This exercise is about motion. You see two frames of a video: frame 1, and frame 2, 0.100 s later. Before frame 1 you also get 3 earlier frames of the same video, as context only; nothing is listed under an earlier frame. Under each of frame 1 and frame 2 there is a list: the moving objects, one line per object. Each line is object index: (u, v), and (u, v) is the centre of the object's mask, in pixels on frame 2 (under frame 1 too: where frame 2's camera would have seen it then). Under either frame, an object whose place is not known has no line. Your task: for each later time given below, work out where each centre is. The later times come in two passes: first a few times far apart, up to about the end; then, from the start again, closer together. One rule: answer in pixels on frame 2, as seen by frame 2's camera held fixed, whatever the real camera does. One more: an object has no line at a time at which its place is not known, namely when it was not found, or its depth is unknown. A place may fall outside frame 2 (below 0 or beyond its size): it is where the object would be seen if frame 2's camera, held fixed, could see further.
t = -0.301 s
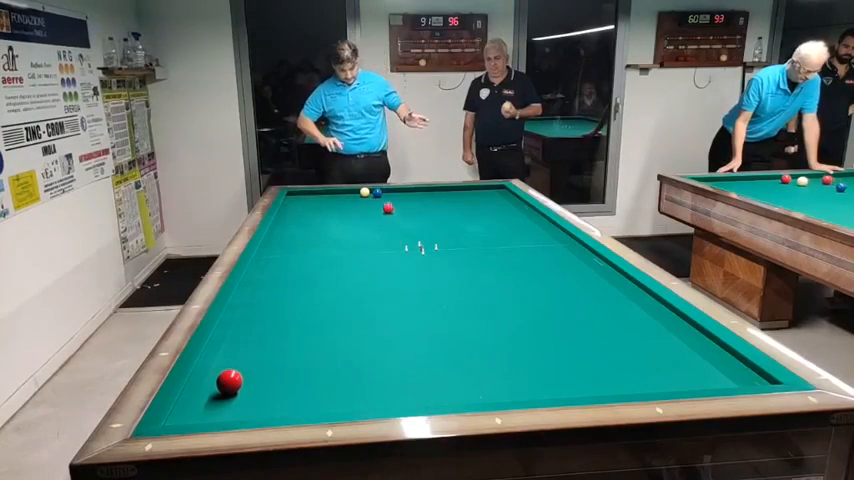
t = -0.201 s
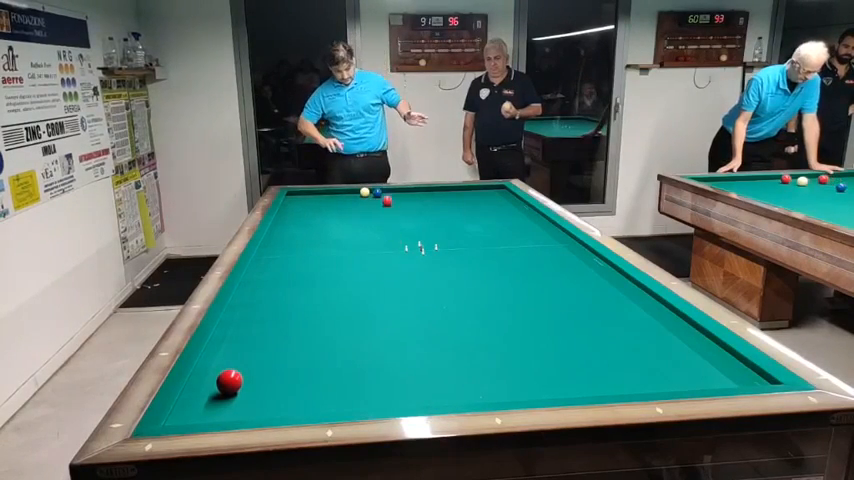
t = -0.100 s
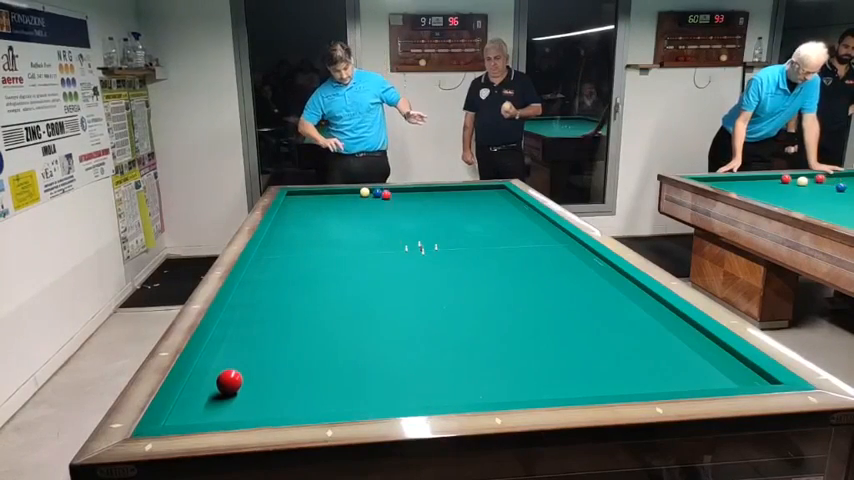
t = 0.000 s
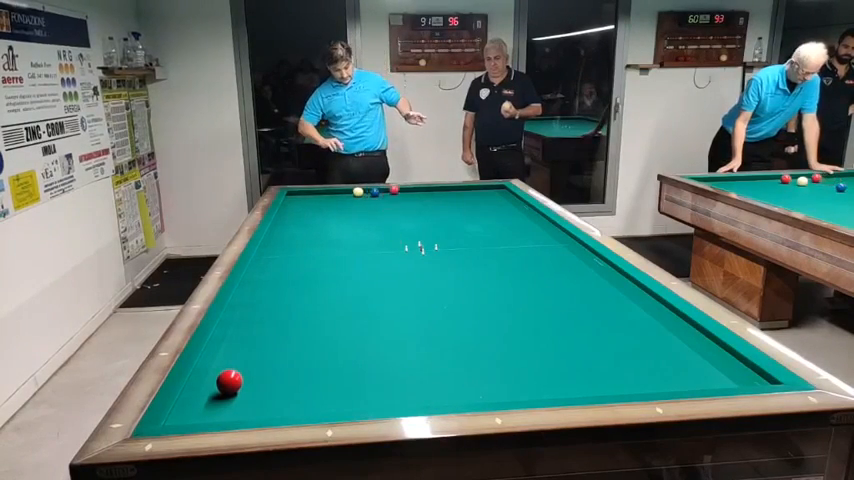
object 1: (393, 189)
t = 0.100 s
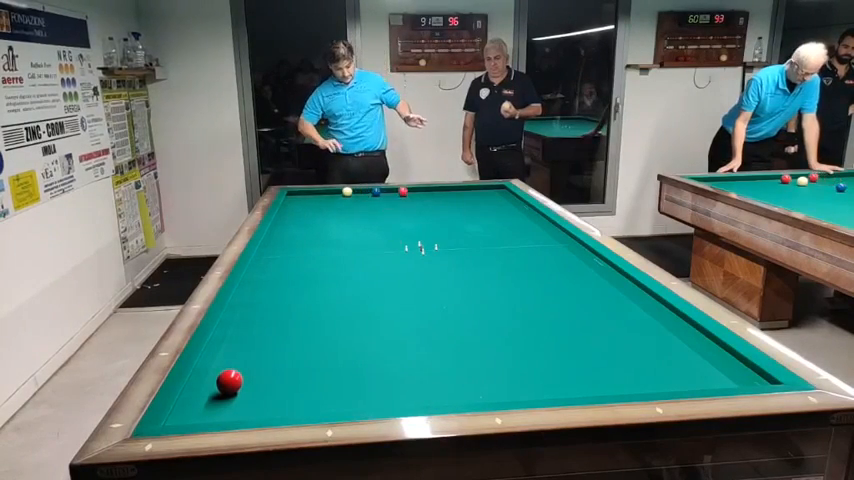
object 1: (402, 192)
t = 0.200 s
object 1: (411, 195)
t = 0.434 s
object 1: (431, 201)
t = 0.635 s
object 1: (449, 206)
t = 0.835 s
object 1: (468, 211)
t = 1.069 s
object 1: (492, 218)
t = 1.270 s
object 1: (513, 224)
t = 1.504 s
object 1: (542, 231)
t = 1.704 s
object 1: (568, 238)
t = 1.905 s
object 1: (572, 246)
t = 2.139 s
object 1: (574, 256)
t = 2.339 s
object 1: (575, 266)
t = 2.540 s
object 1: (577, 275)
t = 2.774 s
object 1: (580, 289)
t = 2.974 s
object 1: (583, 301)
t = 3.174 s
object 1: (585, 315)
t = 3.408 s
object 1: (589, 334)
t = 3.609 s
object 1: (592, 351)
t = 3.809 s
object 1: (595, 371)
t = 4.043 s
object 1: (594, 387)
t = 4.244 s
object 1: (568, 378)
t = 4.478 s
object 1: (540, 366)
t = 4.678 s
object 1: (519, 357)
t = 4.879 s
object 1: (500, 349)
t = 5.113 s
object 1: (479, 340)
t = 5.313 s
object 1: (463, 333)
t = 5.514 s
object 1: (445, 325)
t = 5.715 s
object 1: (429, 318)
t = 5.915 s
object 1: (417, 313)
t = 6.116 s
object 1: (405, 308)
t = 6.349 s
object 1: (392, 303)
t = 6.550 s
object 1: (382, 298)
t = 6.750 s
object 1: (373, 294)
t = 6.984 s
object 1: (362, 290)
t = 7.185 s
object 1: (354, 287)
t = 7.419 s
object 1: (345, 283)
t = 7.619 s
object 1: (339, 280)
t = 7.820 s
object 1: (332, 278)
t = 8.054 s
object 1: (325, 275)
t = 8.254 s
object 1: (319, 272)
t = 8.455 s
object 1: (314, 270)
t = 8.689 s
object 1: (309, 268)
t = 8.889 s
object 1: (304, 266)
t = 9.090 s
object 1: (300, 264)
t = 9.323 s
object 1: (296, 262)
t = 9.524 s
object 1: (292, 260)
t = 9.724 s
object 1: (289, 259)
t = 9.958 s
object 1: (286, 257)
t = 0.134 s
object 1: (405, 193)
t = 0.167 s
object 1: (408, 194)
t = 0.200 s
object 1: (411, 195)
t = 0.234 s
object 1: (414, 196)
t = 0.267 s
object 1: (417, 197)
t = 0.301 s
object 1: (420, 198)
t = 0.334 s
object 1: (423, 199)
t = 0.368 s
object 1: (425, 200)
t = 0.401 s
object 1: (428, 200)
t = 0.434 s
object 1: (431, 201)
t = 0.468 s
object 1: (434, 202)
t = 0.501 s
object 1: (437, 202)
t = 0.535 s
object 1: (440, 203)
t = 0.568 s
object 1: (443, 204)
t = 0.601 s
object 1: (446, 205)
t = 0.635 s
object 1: (449, 206)
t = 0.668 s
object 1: (452, 207)
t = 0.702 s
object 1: (455, 208)
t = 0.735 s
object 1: (458, 209)
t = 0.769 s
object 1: (461, 209)
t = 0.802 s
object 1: (464, 210)
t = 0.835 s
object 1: (468, 211)
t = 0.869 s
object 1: (471, 212)
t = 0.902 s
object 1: (474, 213)
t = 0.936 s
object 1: (478, 214)
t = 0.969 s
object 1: (481, 215)
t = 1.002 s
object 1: (485, 216)
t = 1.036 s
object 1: (488, 217)
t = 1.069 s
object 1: (492, 218)
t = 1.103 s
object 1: (495, 219)
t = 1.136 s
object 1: (499, 220)
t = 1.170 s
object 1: (503, 221)
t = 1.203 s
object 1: (506, 222)
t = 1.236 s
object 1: (510, 223)
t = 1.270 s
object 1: (513, 224)
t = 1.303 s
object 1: (517, 225)
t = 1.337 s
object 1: (521, 226)
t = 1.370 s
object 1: (525, 227)
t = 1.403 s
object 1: (529, 228)
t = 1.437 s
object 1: (533, 229)
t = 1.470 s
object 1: (537, 230)
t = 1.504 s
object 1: (542, 231)
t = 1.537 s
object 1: (546, 232)
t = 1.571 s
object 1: (550, 234)
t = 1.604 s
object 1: (554, 235)
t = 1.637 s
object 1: (559, 236)
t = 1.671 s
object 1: (563, 237)
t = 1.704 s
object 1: (568, 238)
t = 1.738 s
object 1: (572, 239)
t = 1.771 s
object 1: (572, 241)
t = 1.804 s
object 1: (571, 242)
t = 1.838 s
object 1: (571, 244)
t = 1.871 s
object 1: (572, 245)
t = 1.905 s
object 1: (572, 246)
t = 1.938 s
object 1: (572, 247)
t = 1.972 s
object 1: (572, 249)
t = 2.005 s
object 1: (573, 250)
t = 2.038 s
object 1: (573, 252)
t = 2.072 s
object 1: (573, 253)
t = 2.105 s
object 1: (573, 255)
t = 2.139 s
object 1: (574, 256)
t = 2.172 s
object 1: (574, 257)
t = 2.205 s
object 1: (574, 259)
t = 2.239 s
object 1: (575, 260)
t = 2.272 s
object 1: (575, 262)
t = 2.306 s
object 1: (575, 264)
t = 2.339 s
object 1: (575, 266)
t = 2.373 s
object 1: (576, 267)
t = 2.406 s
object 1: (576, 269)
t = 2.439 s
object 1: (576, 270)
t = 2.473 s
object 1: (577, 272)
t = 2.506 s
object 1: (577, 274)
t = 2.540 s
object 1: (577, 275)
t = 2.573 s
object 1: (578, 277)
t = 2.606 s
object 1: (578, 279)
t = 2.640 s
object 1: (579, 281)
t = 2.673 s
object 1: (579, 283)
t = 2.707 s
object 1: (579, 285)
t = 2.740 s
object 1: (580, 287)
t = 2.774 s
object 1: (580, 289)
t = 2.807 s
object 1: (580, 291)
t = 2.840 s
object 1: (581, 293)
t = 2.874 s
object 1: (581, 295)
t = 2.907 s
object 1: (582, 297)
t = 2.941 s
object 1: (582, 299)
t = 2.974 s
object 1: (583, 301)
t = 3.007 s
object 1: (583, 304)
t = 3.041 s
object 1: (583, 306)
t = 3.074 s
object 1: (584, 308)
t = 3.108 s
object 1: (584, 311)
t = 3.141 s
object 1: (585, 313)
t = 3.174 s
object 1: (585, 315)
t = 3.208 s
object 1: (586, 318)
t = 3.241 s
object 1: (586, 320)
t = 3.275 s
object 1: (587, 323)
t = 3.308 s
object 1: (587, 325)
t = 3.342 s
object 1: (588, 328)
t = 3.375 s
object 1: (588, 331)
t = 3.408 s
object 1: (589, 334)
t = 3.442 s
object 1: (589, 336)
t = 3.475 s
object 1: (590, 339)
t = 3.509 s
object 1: (590, 342)
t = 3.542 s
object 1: (591, 345)
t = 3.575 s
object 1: (591, 348)
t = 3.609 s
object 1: (592, 351)
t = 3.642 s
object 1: (593, 354)
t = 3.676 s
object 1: (593, 357)
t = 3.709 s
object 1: (594, 361)
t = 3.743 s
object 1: (594, 364)
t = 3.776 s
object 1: (595, 368)
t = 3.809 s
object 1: (595, 371)
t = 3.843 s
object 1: (596, 375)
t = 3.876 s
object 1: (597, 378)
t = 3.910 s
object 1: (598, 381)
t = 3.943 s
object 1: (598, 384)
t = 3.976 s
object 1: (599, 386)
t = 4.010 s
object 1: (599, 388)
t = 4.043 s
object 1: (594, 387)
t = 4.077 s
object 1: (589, 386)
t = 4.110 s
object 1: (585, 384)
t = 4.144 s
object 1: (580, 383)
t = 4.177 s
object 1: (576, 382)
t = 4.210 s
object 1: (572, 380)
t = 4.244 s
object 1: (568, 378)
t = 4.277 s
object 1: (564, 377)
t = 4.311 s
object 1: (560, 375)
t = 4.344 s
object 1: (556, 373)
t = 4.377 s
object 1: (552, 371)
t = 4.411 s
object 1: (548, 370)
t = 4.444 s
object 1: (544, 368)
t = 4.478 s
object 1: (540, 366)
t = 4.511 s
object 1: (537, 365)
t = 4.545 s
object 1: (533, 363)
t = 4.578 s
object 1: (530, 362)
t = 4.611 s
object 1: (526, 360)
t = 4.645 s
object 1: (523, 359)
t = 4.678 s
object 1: (519, 357)
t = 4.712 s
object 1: (516, 356)
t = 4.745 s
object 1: (512, 355)
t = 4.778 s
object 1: (509, 353)
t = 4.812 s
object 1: (506, 352)
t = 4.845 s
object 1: (503, 350)
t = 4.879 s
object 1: (500, 349)
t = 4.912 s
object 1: (497, 348)
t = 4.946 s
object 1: (494, 347)
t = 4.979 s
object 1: (491, 345)
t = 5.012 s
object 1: (488, 344)
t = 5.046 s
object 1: (485, 343)
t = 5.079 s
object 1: (482, 342)
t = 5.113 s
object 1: (479, 340)
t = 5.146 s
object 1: (476, 339)
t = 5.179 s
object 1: (473, 338)
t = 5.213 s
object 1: (471, 336)
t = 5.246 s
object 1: (468, 335)
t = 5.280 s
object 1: (465, 334)
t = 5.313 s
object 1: (463, 333)
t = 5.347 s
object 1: (460, 332)
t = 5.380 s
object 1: (458, 330)
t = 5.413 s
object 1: (455, 329)
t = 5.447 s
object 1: (453, 328)
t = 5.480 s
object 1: (448, 326)
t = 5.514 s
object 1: (445, 325)
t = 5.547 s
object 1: (443, 324)
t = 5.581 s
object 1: (441, 323)
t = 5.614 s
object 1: (436, 321)
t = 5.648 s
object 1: (433, 320)
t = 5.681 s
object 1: (431, 319)
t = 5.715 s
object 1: (429, 318)
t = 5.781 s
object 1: (425, 316)
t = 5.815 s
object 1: (423, 315)
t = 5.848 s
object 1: (421, 315)
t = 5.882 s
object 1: (419, 314)
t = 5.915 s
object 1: (417, 313)
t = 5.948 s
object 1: (415, 312)
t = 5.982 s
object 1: (412, 311)
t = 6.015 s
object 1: (411, 310)
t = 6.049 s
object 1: (408, 310)
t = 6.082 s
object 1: (407, 309)
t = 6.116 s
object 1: (405, 308)
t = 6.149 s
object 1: (403, 307)
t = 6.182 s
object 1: (401, 306)
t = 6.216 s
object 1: (399, 306)
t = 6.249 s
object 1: (397, 305)
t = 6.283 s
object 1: (396, 304)
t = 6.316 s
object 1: (394, 303)
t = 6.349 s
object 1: (392, 303)
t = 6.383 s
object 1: (390, 302)
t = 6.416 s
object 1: (389, 301)
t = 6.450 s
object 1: (387, 301)
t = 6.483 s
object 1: (385, 300)
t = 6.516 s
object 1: (384, 299)
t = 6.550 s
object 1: (382, 298)
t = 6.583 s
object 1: (380, 298)
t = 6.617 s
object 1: (379, 297)
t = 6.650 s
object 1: (377, 297)
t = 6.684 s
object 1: (376, 296)
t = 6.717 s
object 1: (374, 295)
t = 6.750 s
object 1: (373, 294)
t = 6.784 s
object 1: (371, 294)
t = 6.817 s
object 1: (370, 293)
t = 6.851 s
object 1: (368, 293)
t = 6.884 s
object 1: (367, 292)
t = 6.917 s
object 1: (365, 291)
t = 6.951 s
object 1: (364, 291)
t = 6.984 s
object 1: (362, 290)
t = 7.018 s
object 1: (361, 290)
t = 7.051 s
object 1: (360, 289)
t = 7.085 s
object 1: (358, 288)
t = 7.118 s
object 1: (357, 288)
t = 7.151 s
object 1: (356, 287)
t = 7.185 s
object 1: (354, 287)
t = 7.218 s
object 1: (353, 286)
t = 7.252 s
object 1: (352, 286)
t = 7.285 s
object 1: (351, 285)
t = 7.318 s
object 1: (349, 285)
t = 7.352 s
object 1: (348, 284)
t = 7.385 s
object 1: (347, 284)
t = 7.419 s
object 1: (345, 283)
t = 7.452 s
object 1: (344, 283)
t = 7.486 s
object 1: (343, 282)
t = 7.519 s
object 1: (342, 282)
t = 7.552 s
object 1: (341, 281)
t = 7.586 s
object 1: (340, 281)
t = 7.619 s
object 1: (339, 280)
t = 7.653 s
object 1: (337, 280)
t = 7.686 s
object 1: (336, 279)
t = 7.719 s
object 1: (336, 279)
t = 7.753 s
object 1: (334, 278)
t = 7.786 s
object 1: (333, 278)
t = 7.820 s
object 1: (332, 278)
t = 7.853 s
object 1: (331, 277)
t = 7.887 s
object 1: (330, 277)
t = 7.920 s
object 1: (329, 276)
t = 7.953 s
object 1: (328, 276)
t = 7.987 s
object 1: (327, 275)
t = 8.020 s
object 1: (326, 275)
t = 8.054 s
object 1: (325, 275)
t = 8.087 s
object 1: (324, 274)
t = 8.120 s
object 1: (323, 274)
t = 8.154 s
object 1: (322, 273)
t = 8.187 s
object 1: (321, 273)
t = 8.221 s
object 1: (320, 272)
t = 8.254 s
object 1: (319, 272)
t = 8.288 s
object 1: (319, 272)
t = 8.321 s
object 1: (318, 271)
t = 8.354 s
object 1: (317, 271)
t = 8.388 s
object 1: (316, 271)
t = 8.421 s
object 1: (315, 270)
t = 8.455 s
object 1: (314, 270)
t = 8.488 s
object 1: (314, 270)
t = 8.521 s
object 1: (313, 269)
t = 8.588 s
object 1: (311, 268)
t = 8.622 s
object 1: (310, 268)
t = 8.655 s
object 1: (309, 268)
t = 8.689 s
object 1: (309, 268)
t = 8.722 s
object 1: (308, 267)
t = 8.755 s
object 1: (307, 267)
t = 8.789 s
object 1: (306, 267)
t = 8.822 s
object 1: (306, 266)
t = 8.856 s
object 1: (305, 266)
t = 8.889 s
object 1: (304, 266)
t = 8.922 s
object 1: (303, 265)
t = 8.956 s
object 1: (303, 265)
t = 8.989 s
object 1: (302, 265)
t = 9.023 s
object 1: (301, 265)
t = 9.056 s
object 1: (301, 264)
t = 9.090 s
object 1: (300, 264)
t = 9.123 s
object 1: (299, 264)
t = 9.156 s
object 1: (299, 263)
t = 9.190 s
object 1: (298, 263)
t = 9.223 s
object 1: (297, 263)
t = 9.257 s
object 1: (297, 262)
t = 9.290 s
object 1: (296, 262)
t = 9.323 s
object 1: (296, 262)
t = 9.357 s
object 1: (295, 262)
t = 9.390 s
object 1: (294, 262)
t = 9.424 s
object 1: (294, 261)
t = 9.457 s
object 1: (293, 261)
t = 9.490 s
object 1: (293, 261)
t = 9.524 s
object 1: (292, 260)
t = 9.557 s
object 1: (292, 260)
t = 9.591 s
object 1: (291, 260)
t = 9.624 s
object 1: (291, 260)
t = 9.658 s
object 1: (290, 260)
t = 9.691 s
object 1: (290, 259)
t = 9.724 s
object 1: (289, 259)
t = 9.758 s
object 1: (288, 259)
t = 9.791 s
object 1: (288, 258)
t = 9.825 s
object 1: (288, 258)
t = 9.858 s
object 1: (287, 258)
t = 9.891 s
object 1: (287, 258)
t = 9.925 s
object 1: (286, 258)
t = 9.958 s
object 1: (286, 257)
